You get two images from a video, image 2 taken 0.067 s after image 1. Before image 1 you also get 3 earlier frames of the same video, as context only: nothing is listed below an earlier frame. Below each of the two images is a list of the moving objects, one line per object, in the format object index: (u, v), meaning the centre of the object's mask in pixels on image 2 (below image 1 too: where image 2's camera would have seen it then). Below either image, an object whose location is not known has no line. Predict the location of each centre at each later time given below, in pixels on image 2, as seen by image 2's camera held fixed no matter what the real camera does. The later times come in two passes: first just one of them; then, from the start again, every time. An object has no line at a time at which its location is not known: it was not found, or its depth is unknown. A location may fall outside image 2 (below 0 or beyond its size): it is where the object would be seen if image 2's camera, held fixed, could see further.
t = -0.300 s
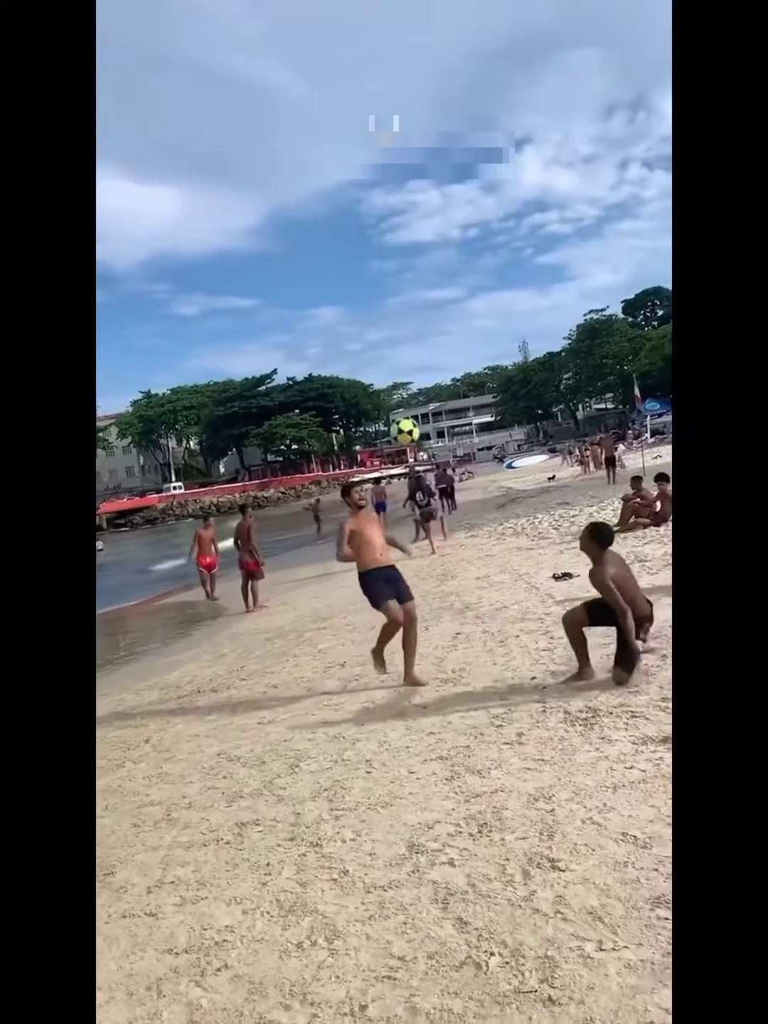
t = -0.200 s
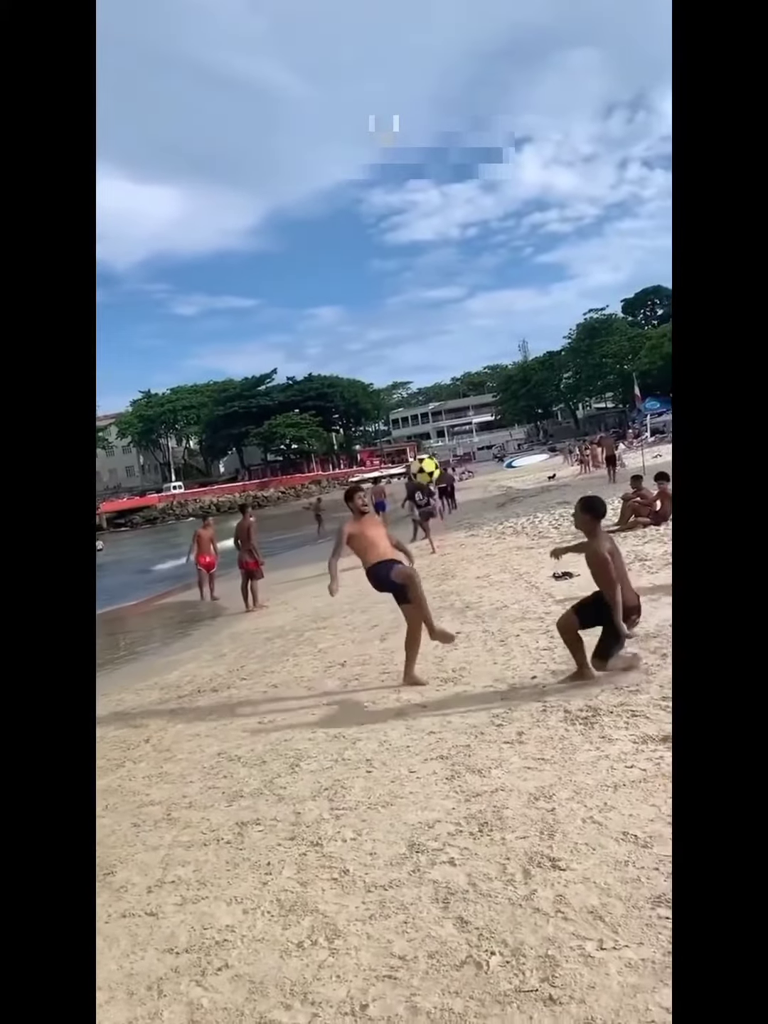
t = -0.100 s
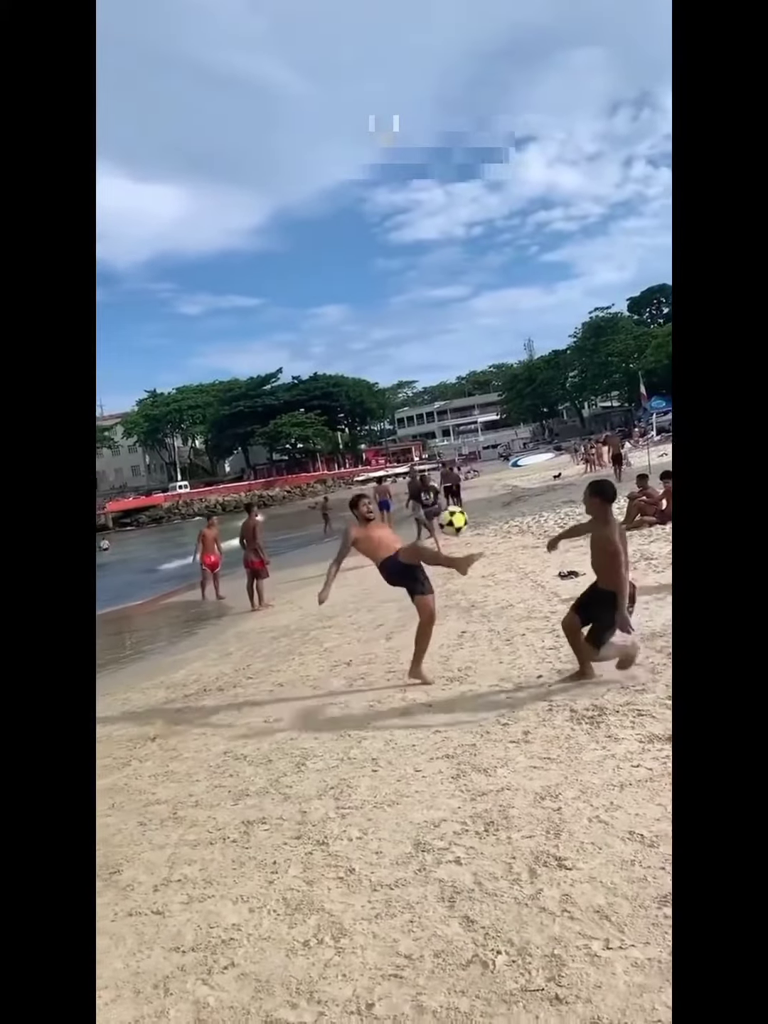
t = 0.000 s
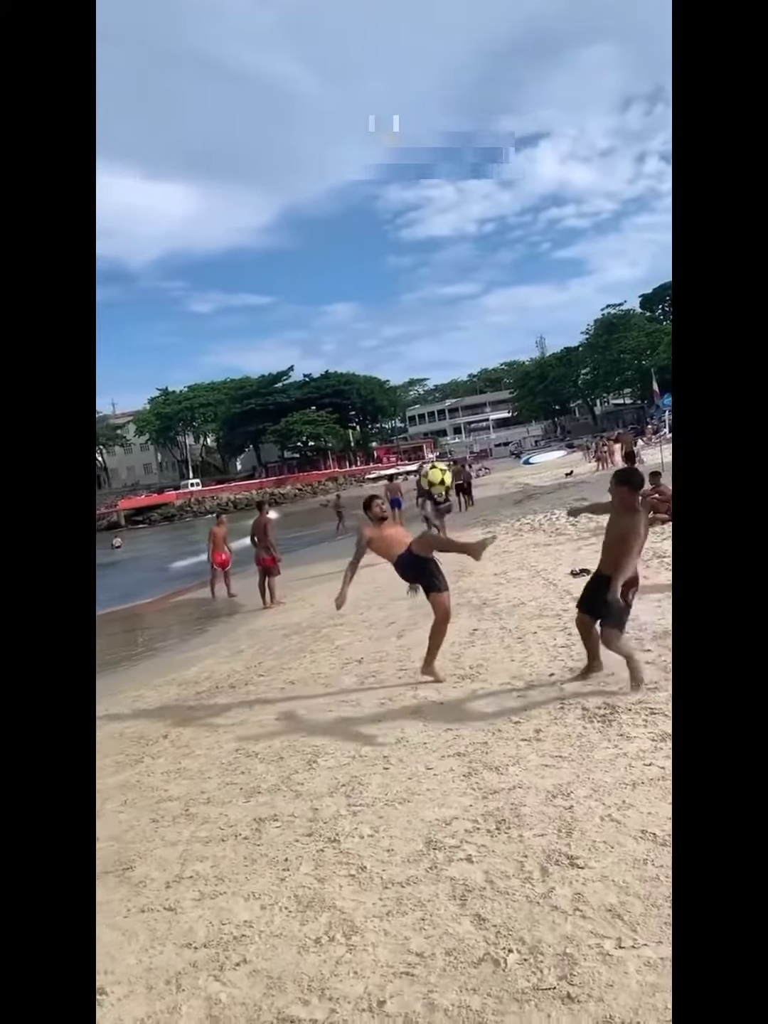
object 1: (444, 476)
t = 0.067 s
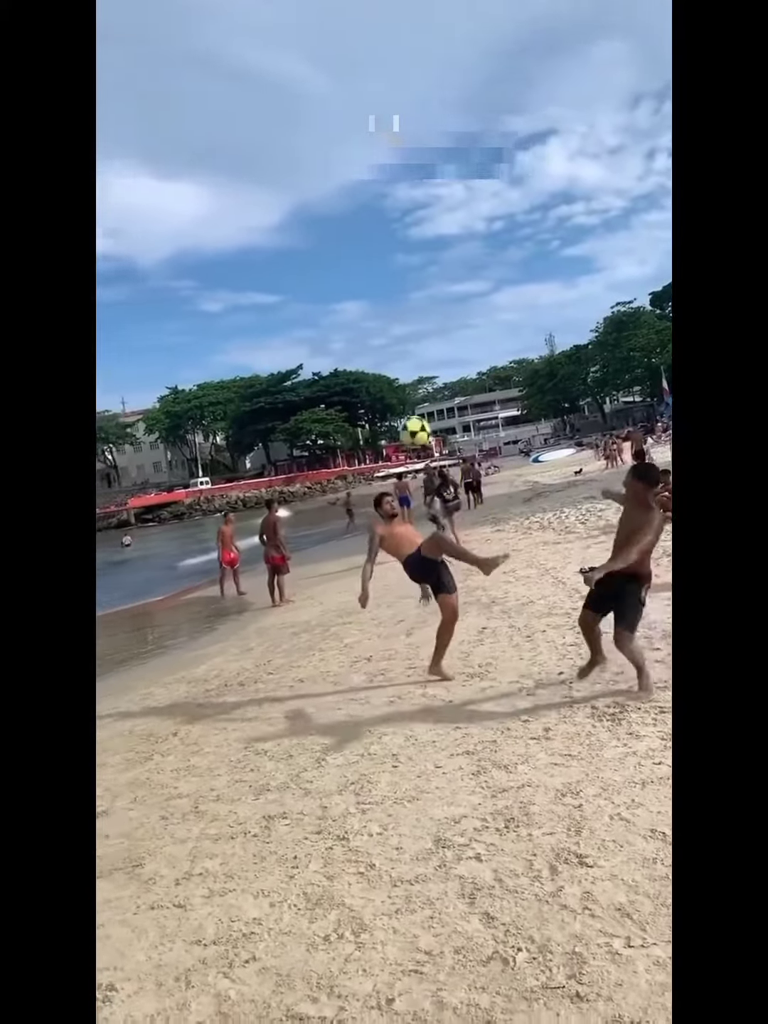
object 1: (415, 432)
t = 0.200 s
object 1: (351, 358)
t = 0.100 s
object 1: (399, 412)
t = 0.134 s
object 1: (383, 393)
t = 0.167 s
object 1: (367, 375)
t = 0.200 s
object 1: (351, 358)
